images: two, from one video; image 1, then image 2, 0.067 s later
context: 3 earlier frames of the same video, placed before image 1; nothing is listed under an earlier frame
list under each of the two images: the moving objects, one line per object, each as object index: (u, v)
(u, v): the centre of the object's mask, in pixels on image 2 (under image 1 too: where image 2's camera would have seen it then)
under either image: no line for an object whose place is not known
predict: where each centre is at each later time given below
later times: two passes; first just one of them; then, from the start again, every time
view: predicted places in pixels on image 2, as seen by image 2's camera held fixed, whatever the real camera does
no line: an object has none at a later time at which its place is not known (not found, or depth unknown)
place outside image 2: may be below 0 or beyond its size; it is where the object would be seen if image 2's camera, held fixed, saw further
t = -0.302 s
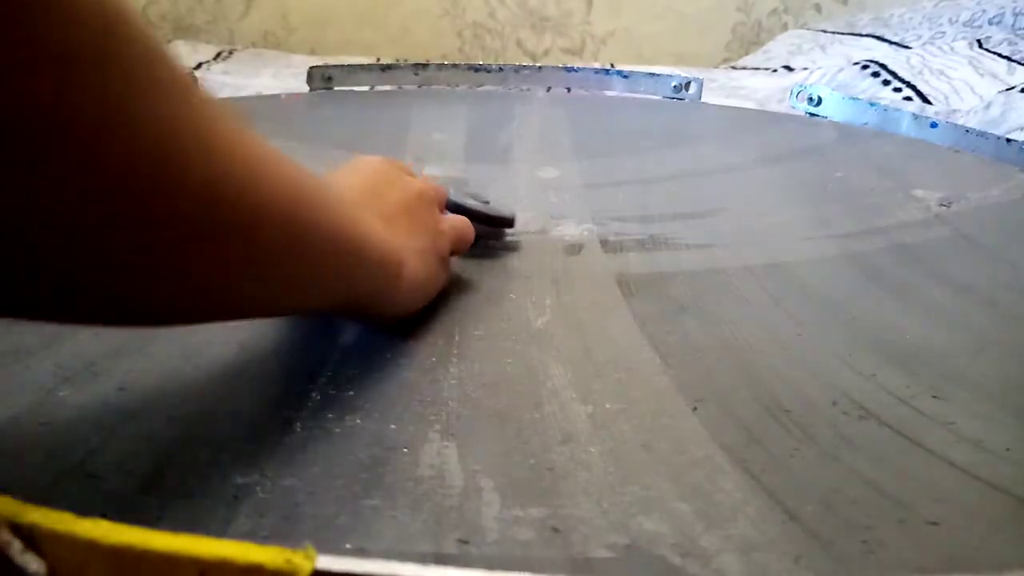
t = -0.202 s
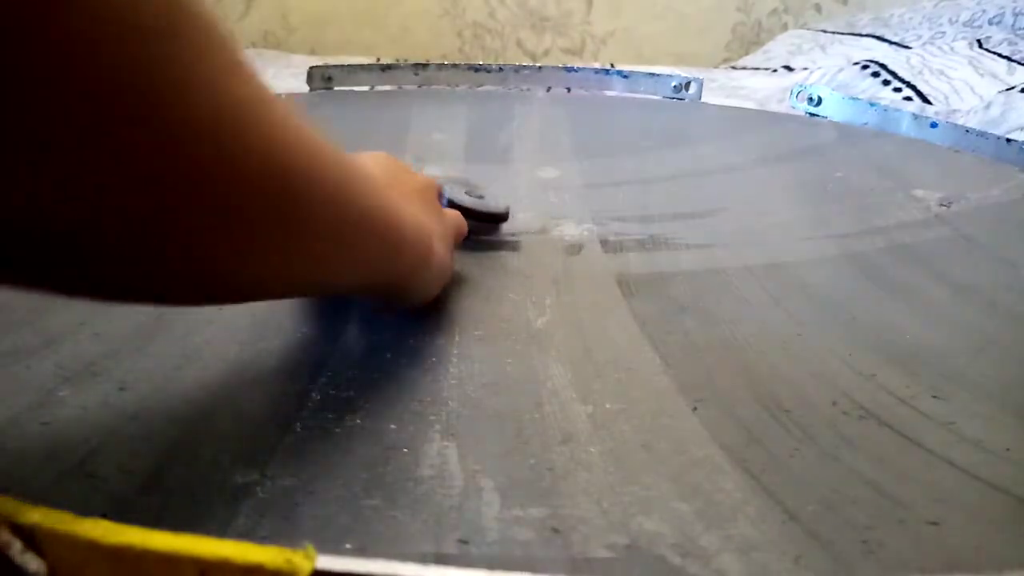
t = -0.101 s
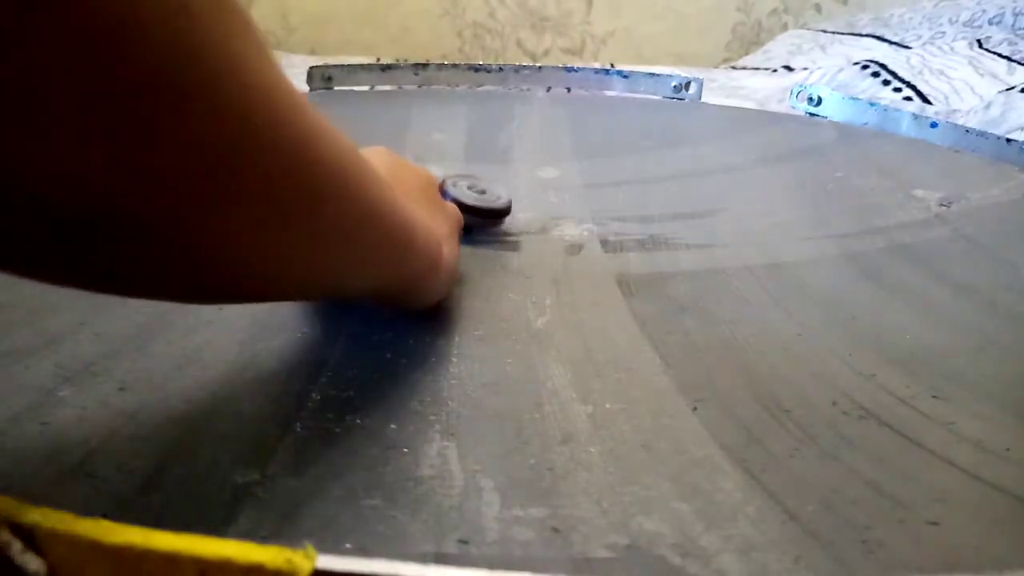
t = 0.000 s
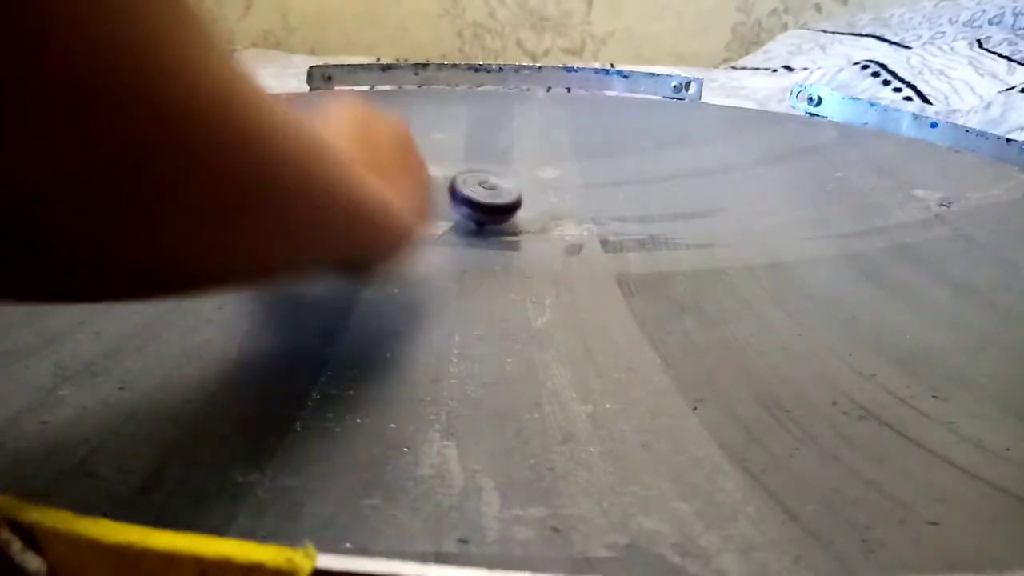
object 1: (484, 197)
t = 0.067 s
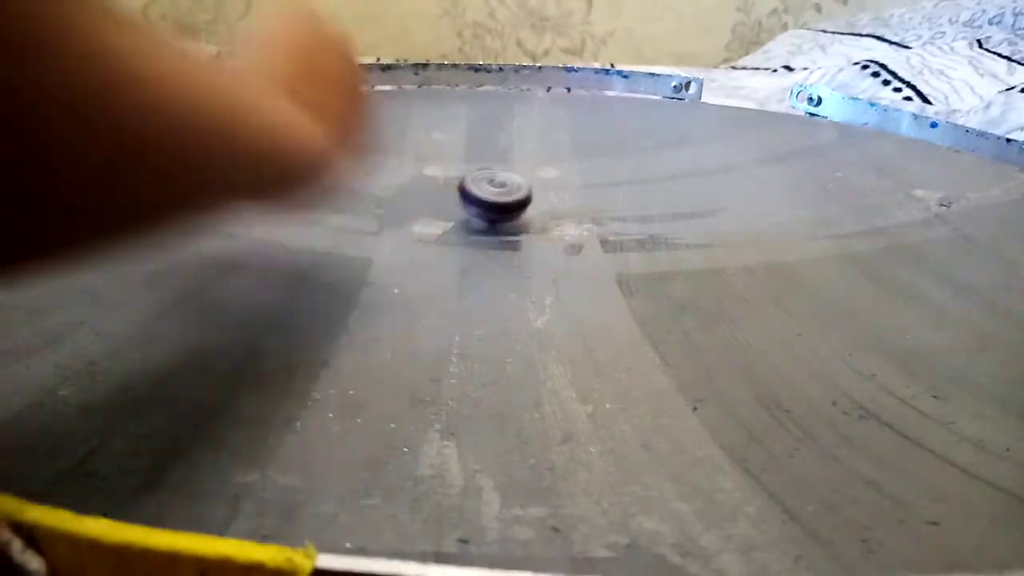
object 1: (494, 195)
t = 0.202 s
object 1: (519, 193)
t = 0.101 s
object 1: (500, 194)
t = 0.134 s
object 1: (507, 193)
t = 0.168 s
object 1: (512, 193)
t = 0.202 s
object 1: (519, 193)
